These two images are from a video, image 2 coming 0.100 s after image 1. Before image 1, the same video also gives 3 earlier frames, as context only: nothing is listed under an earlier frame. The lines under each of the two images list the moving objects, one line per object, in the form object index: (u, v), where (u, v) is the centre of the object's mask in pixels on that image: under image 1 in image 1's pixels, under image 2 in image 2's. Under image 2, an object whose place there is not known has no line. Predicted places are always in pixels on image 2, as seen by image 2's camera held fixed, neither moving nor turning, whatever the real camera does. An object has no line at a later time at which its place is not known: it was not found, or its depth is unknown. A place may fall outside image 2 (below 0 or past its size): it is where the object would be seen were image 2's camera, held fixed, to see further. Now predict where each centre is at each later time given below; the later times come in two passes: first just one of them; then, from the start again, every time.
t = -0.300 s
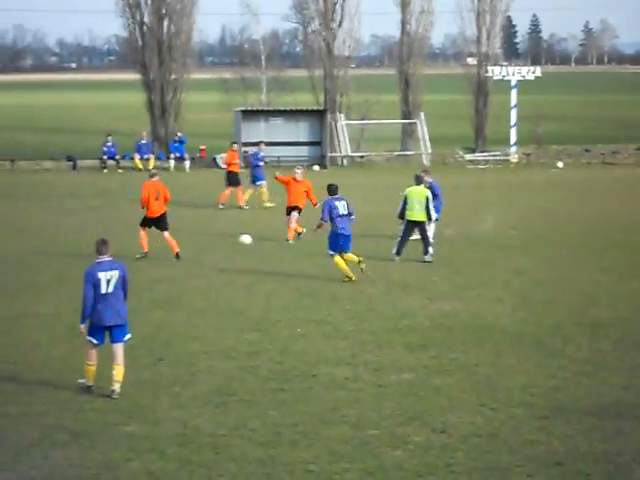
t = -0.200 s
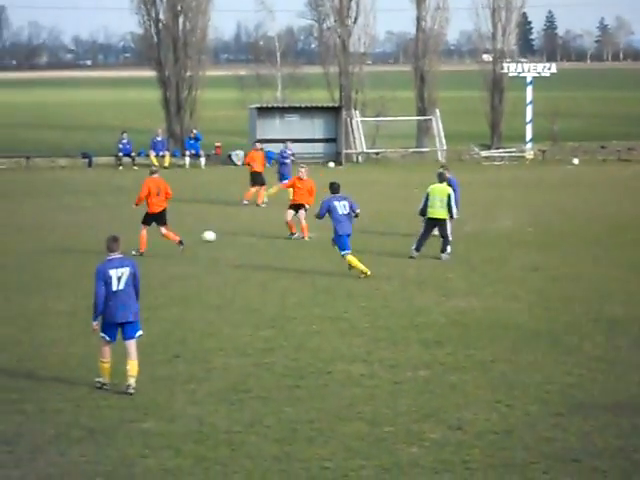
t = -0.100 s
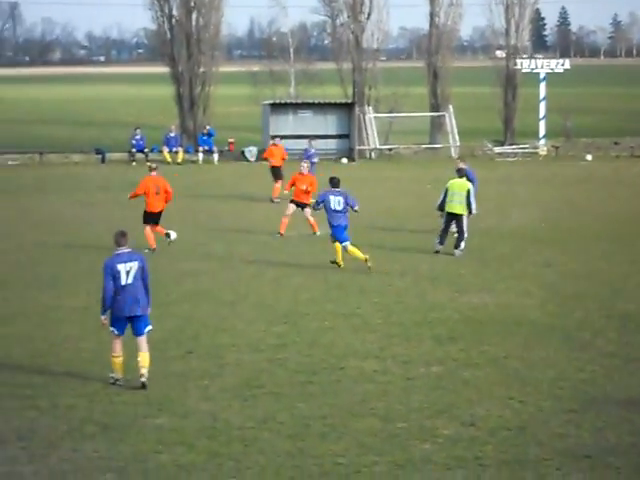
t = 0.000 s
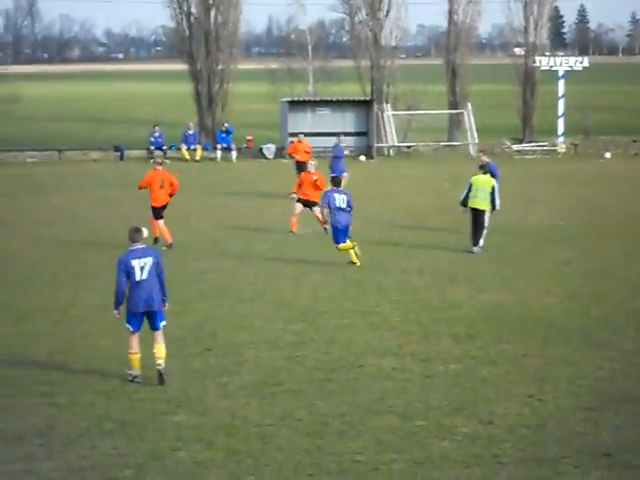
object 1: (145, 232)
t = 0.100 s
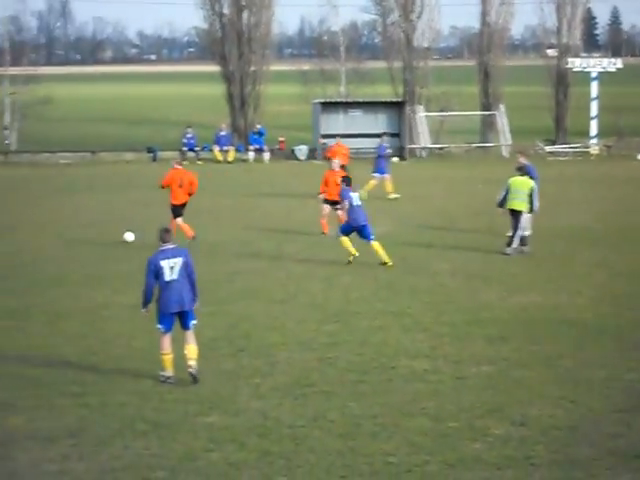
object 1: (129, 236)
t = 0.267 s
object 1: (63, 240)
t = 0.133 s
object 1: (115, 237)
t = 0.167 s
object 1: (102, 238)
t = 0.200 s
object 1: (89, 238)
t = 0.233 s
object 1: (75, 240)
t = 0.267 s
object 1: (63, 240)
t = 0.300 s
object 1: (52, 240)
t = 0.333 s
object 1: (40, 240)
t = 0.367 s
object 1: (29, 242)
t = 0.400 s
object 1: (19, 243)
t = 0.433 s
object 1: (8, 245)
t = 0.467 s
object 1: (-3, 245)
